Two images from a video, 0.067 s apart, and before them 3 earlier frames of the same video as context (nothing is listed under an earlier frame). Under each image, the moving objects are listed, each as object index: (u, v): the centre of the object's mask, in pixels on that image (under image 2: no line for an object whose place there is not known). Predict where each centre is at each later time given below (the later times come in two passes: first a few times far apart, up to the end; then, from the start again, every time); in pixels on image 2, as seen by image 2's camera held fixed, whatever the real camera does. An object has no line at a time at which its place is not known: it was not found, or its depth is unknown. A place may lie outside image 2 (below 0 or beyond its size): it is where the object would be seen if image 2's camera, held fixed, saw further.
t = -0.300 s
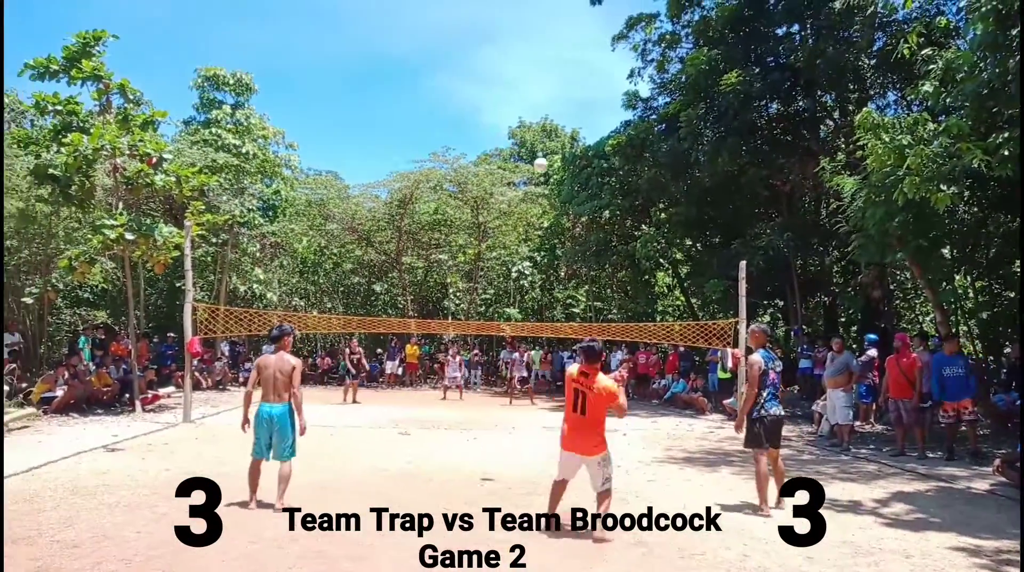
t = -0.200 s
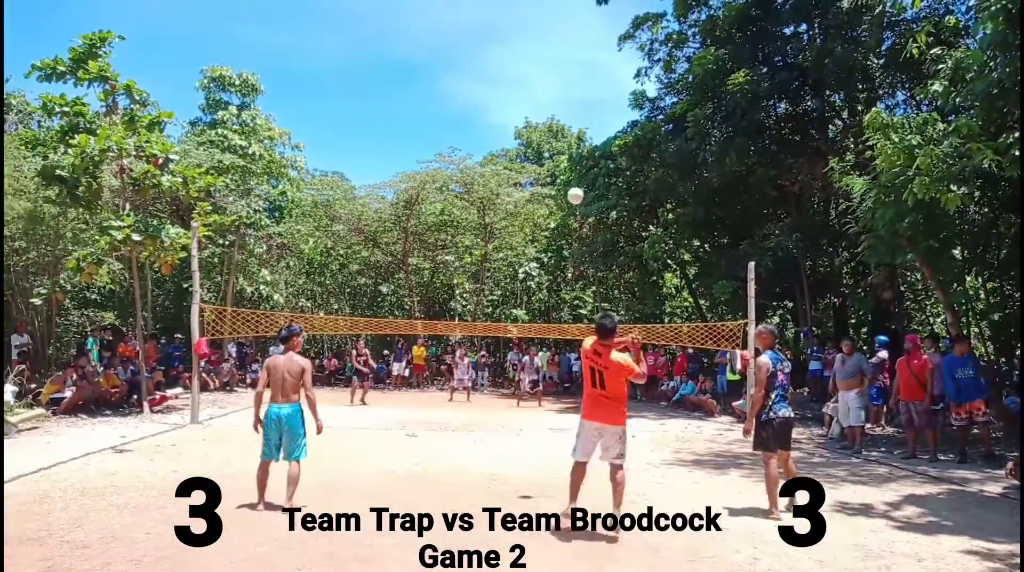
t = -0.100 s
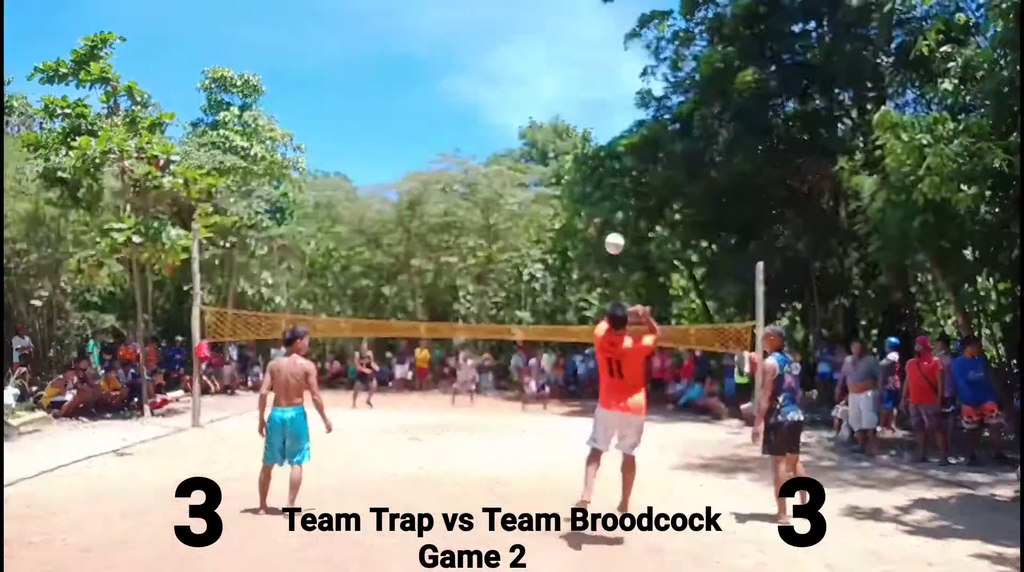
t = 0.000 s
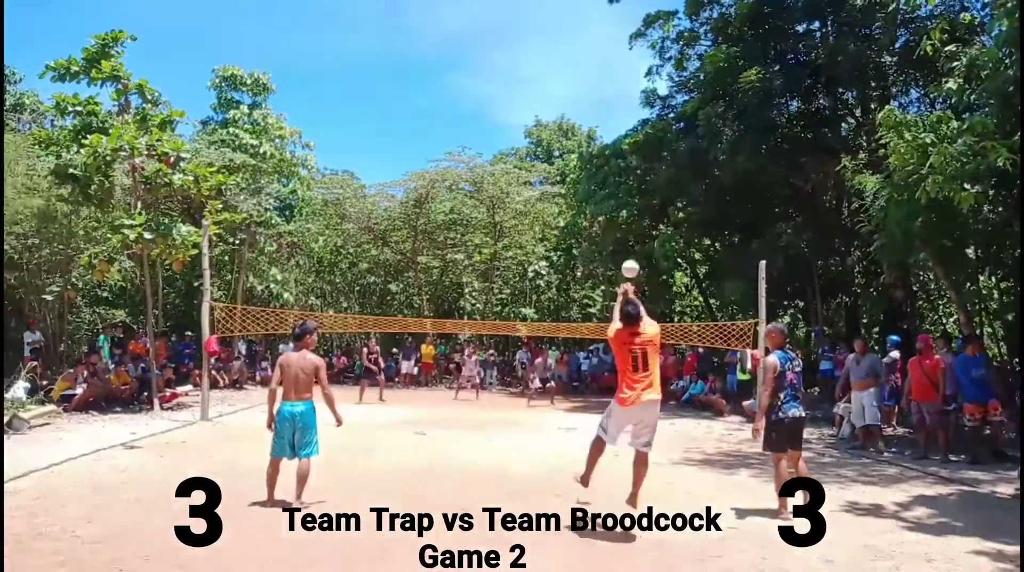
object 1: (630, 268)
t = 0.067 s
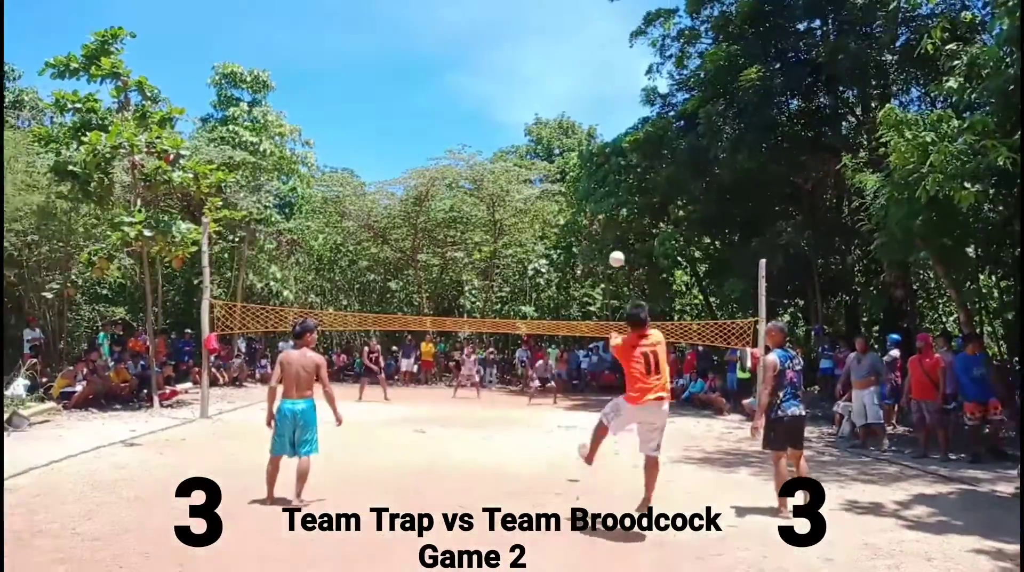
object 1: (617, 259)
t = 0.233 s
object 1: (593, 258)
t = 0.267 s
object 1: (590, 260)
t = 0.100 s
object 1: (611, 256)
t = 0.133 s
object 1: (606, 255)
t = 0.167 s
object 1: (601, 255)
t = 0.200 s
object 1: (597, 256)
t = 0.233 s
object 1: (593, 258)
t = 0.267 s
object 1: (590, 260)
